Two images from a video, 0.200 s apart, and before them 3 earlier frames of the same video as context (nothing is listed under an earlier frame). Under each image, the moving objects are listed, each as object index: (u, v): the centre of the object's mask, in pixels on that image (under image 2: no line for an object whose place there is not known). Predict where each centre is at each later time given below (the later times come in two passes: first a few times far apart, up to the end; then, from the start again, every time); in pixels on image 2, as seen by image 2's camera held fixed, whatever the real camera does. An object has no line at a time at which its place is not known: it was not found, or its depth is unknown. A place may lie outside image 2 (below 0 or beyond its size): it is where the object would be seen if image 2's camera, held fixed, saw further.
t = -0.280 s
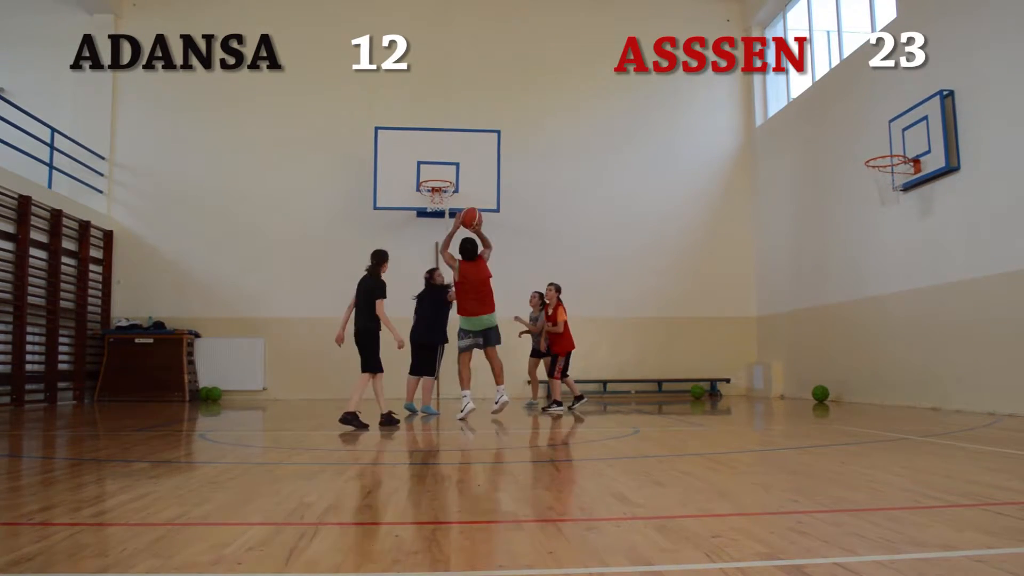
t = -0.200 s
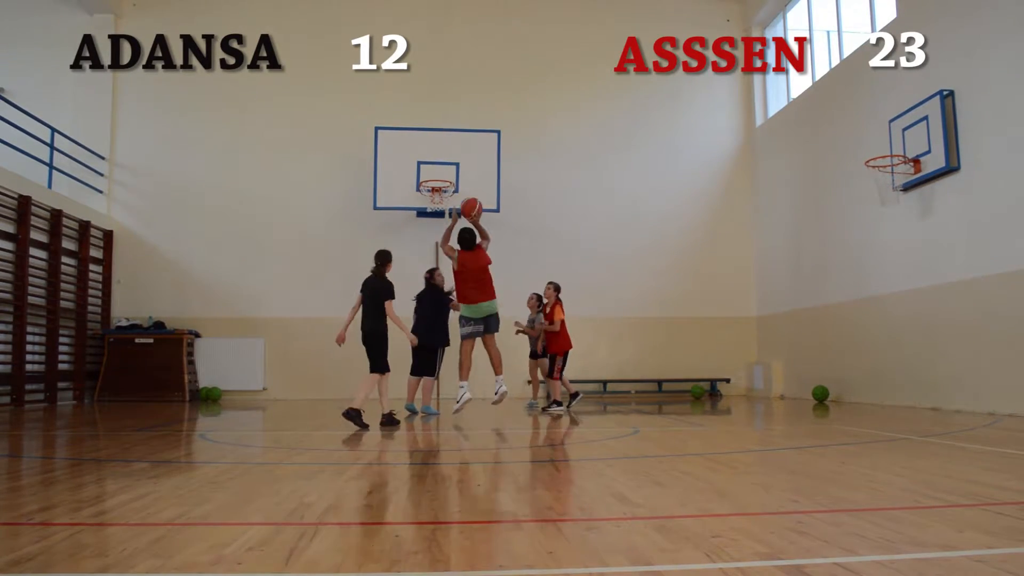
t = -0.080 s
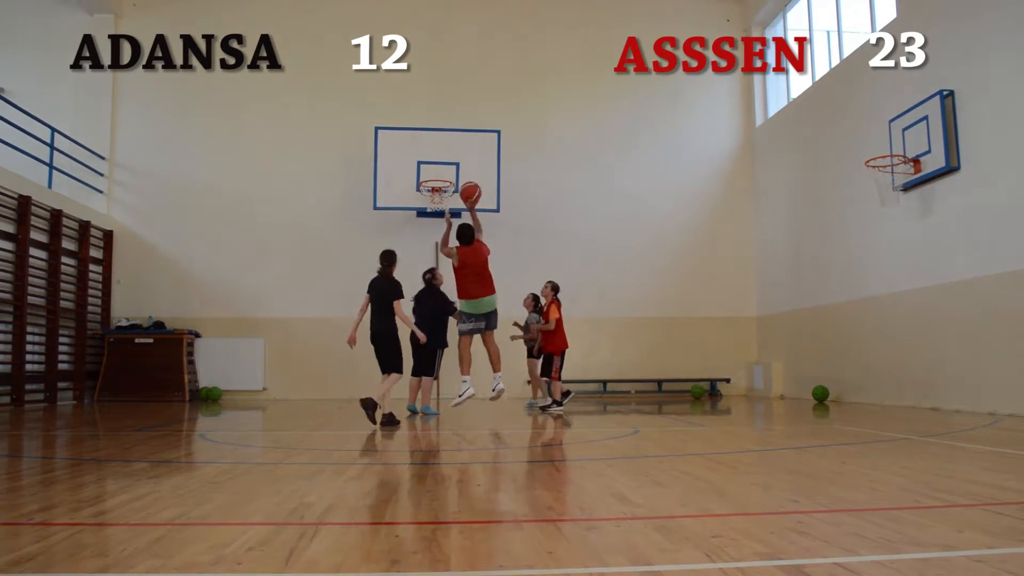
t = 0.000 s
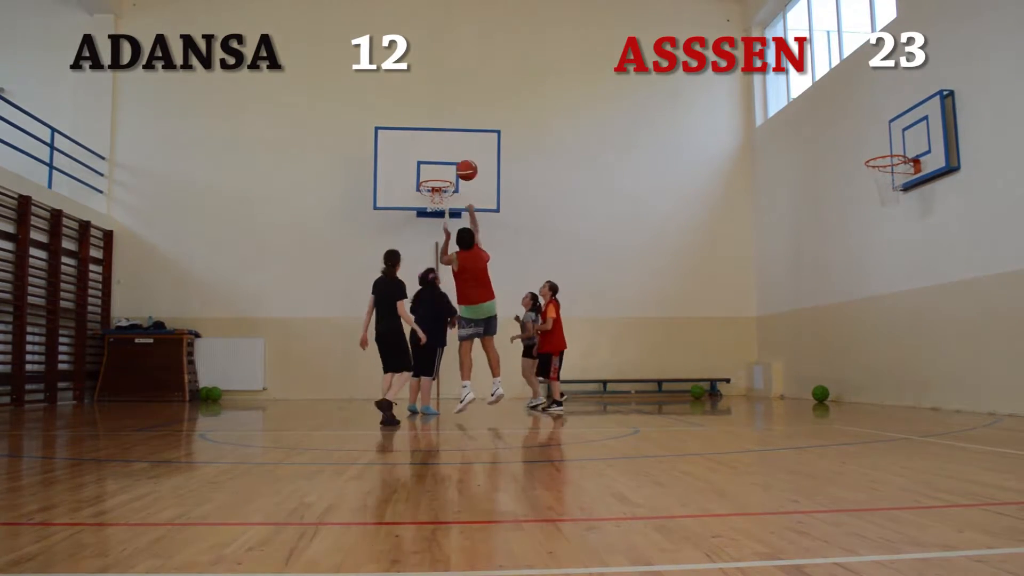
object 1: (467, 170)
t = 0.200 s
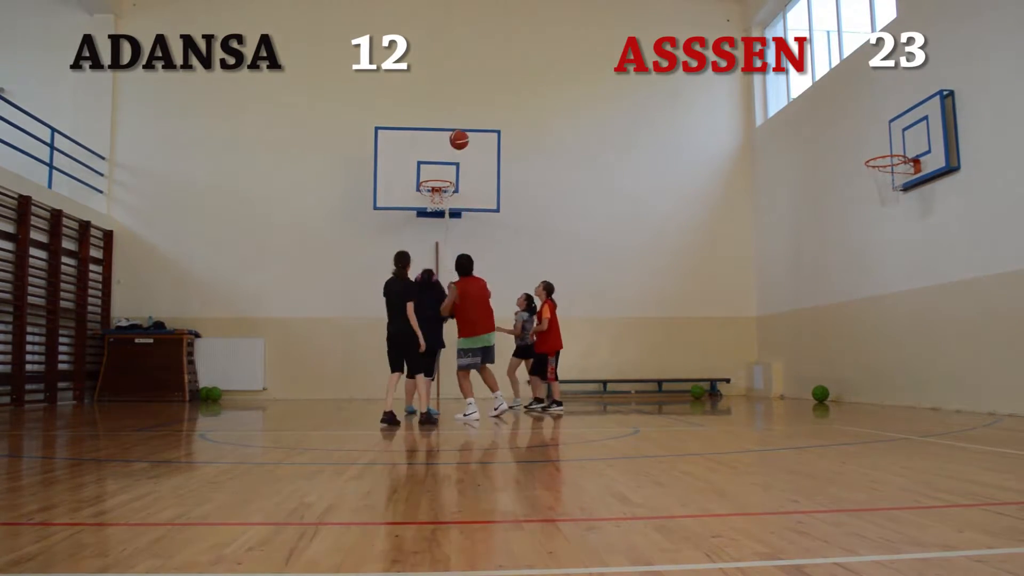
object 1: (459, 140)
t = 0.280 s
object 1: (456, 137)
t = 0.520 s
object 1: (448, 157)
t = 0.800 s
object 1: (423, 159)
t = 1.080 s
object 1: (385, 168)
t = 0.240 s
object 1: (457, 138)
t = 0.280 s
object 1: (456, 137)
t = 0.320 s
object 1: (455, 138)
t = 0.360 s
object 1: (453, 140)
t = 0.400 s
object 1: (452, 143)
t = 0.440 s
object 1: (451, 147)
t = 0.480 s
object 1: (450, 151)
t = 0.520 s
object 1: (448, 157)
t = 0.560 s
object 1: (447, 164)
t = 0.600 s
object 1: (446, 172)
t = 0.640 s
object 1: (444, 178)
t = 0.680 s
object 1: (439, 172)
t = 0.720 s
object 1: (433, 166)
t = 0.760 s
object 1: (428, 162)
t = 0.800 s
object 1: (423, 159)
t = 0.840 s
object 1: (418, 157)
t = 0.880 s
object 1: (412, 156)
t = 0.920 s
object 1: (407, 156)
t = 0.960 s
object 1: (401, 158)
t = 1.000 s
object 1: (396, 160)
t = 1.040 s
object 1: (391, 163)
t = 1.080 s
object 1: (385, 168)
